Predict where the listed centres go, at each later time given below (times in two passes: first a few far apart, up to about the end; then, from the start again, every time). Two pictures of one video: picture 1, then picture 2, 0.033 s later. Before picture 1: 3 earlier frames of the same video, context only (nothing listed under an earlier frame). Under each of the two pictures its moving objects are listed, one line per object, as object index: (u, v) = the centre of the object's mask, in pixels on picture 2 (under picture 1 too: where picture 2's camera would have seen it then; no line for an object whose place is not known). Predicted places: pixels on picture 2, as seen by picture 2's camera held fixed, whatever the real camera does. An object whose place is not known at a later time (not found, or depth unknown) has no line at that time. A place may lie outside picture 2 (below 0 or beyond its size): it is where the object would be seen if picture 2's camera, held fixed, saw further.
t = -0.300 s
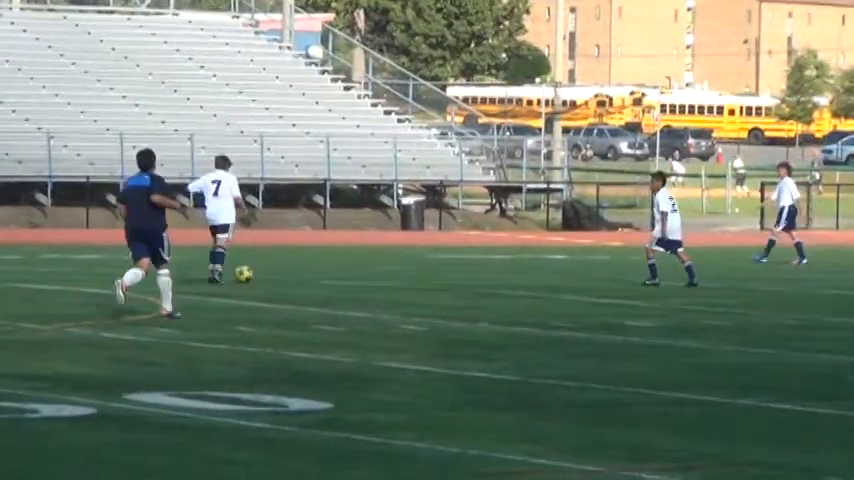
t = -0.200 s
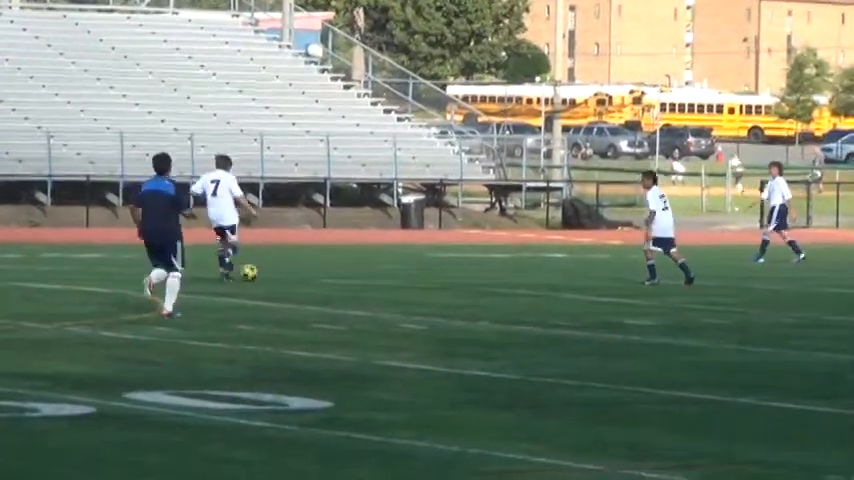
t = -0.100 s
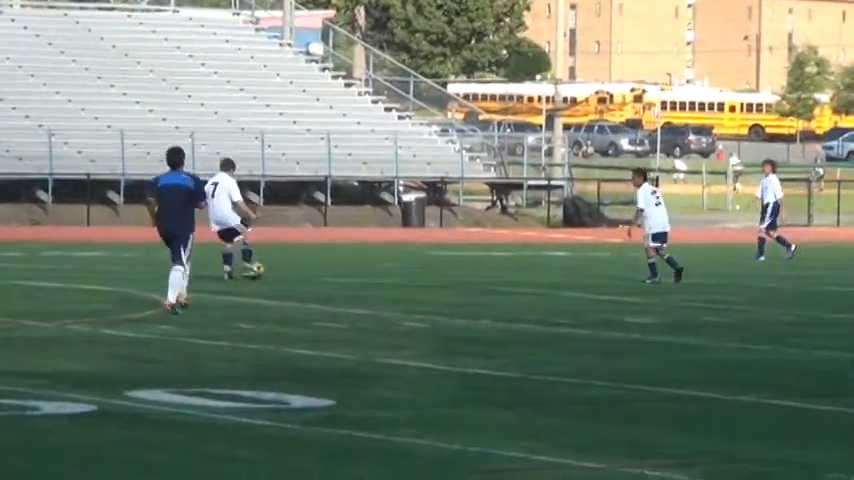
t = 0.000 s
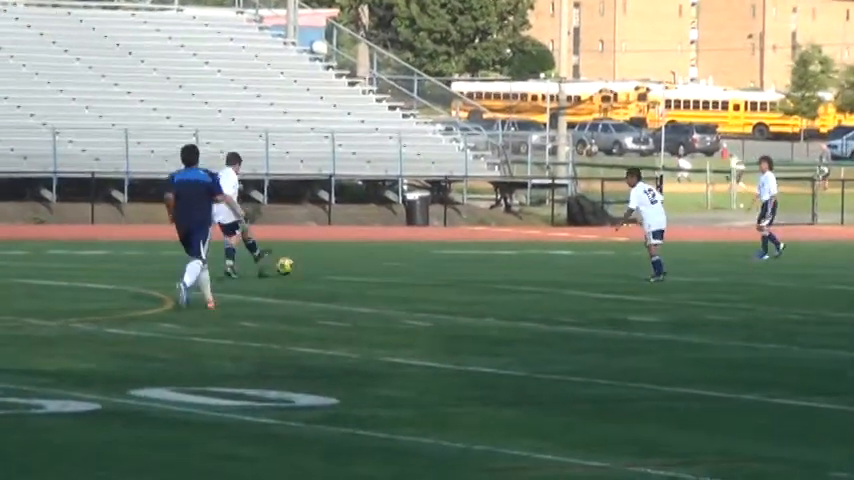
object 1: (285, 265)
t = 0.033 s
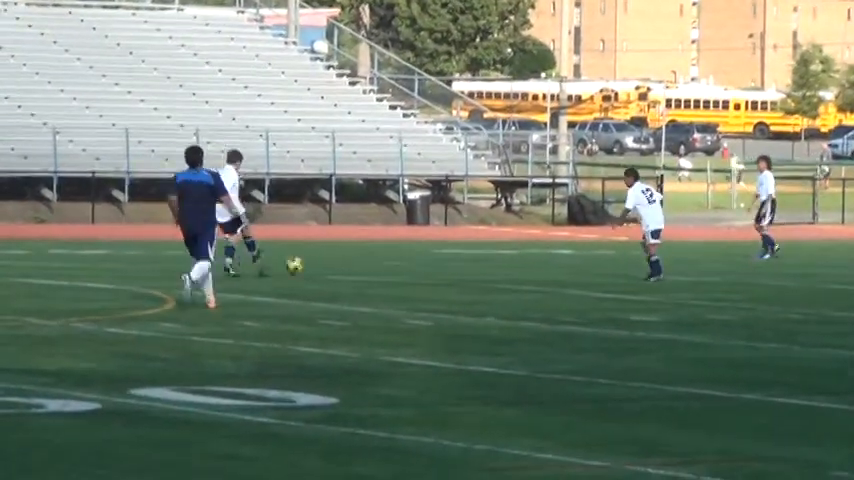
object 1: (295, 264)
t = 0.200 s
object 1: (336, 263)
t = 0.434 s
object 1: (383, 258)
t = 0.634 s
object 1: (414, 258)
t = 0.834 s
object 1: (437, 250)
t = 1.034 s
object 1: (459, 249)
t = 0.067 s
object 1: (305, 265)
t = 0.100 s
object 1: (313, 264)
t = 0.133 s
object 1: (321, 264)
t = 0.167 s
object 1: (329, 263)
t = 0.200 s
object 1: (336, 263)
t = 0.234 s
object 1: (343, 261)
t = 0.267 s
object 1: (351, 262)
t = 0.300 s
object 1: (361, 261)
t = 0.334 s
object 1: (366, 260)
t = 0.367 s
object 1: (371, 258)
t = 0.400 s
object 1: (379, 259)
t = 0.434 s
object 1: (383, 258)
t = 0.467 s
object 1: (389, 259)
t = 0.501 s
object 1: (394, 257)
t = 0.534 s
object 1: (399, 256)
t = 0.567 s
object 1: (404, 256)
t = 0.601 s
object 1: (409, 256)
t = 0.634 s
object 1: (414, 258)
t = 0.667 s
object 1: (418, 255)
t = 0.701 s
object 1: (422, 252)
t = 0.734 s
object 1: (426, 251)
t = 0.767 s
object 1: (429, 250)
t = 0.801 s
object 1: (434, 249)
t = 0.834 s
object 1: (437, 250)
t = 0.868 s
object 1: (442, 251)
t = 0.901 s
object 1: (445, 253)
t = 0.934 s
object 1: (449, 255)
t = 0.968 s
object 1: (453, 252)
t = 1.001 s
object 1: (456, 250)
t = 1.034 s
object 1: (459, 249)
